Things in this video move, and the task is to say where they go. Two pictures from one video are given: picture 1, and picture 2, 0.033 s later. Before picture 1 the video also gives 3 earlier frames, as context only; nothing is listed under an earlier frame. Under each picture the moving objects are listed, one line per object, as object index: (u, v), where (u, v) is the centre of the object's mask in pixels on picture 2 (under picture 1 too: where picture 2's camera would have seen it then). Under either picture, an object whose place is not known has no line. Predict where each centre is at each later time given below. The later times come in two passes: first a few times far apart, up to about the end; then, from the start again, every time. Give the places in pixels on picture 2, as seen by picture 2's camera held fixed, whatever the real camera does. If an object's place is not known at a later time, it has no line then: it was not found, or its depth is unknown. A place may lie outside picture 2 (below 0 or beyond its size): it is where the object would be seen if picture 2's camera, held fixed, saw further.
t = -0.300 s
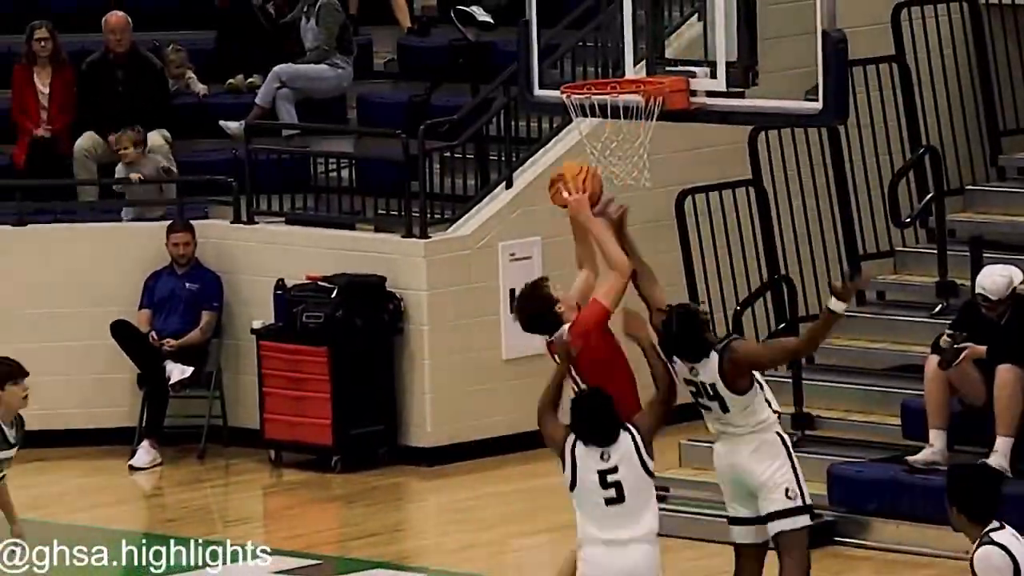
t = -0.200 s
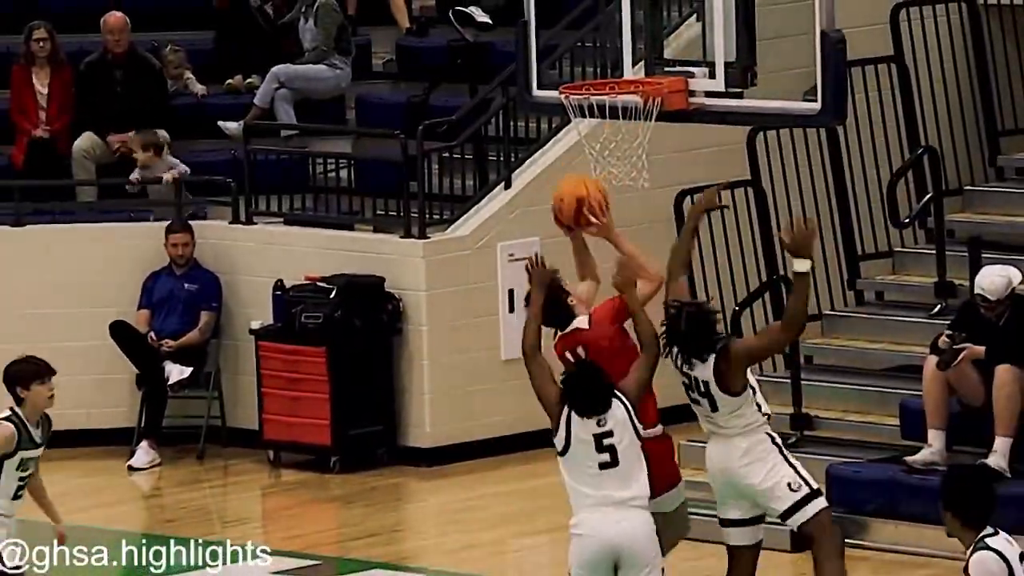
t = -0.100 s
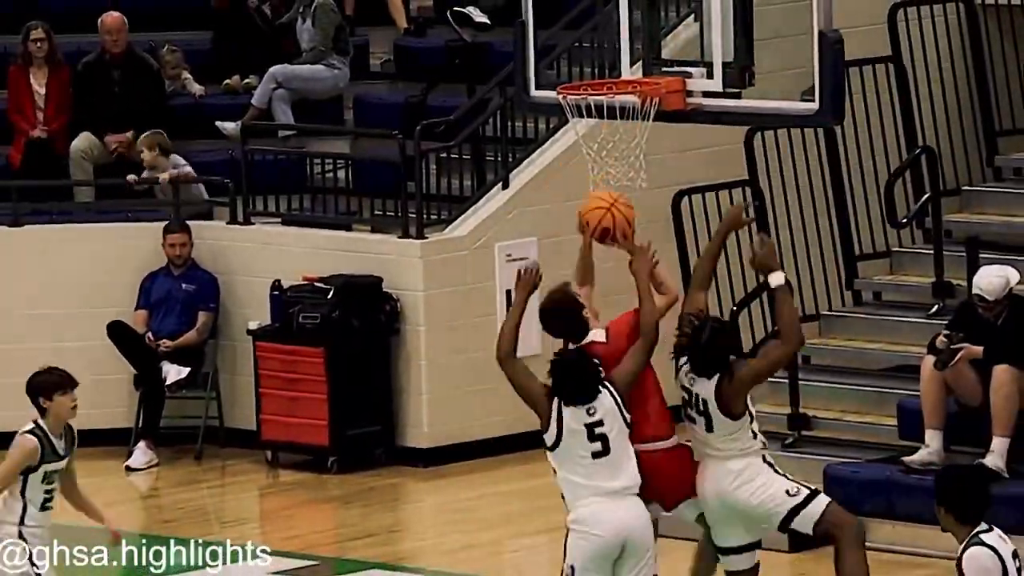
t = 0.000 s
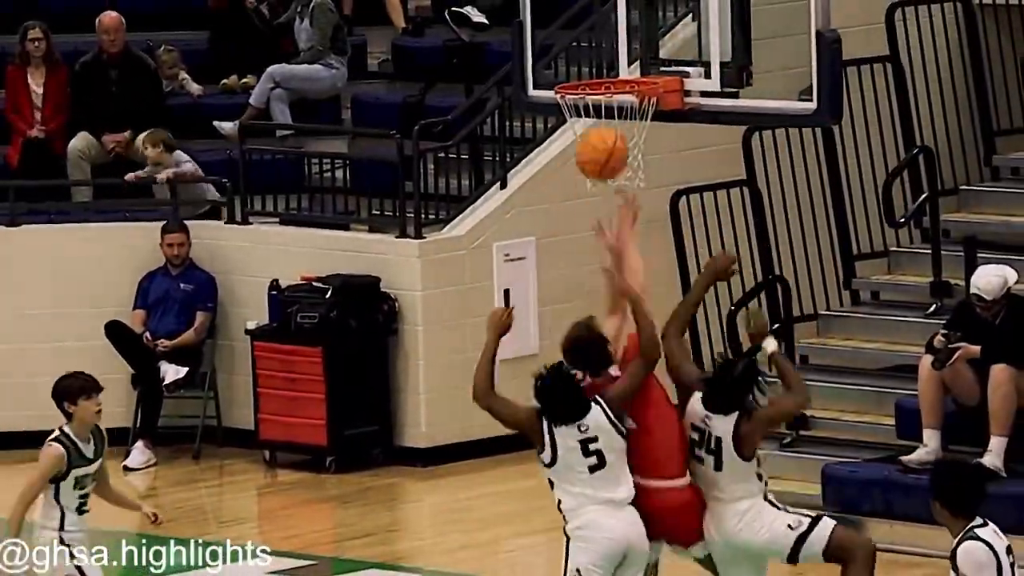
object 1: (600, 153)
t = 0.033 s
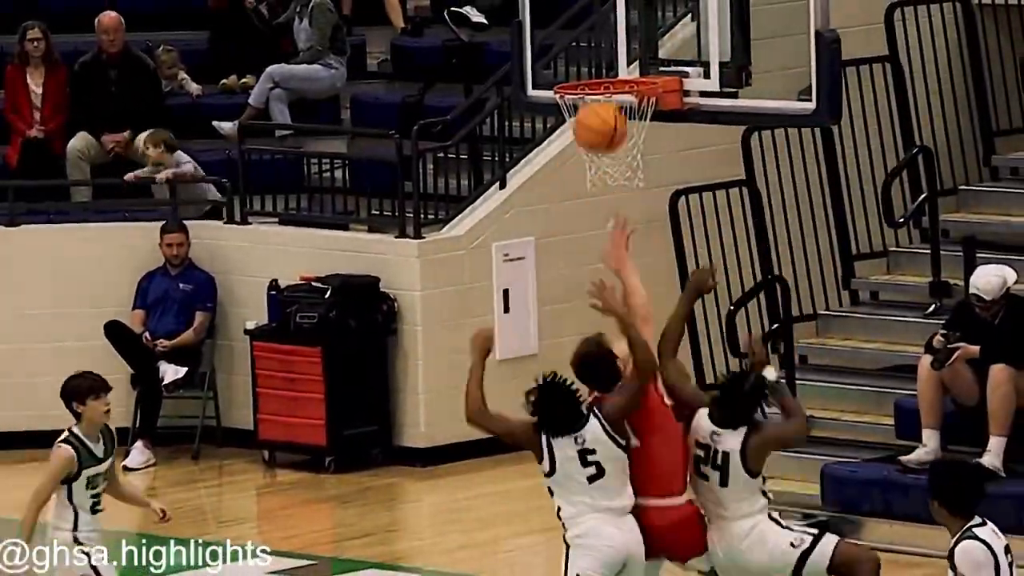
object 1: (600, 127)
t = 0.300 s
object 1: (596, 16)
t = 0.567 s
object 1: (599, 42)
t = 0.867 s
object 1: (552, 243)
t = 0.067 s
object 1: (600, 102)
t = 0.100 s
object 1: (599, 81)
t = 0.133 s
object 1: (599, 63)
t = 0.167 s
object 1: (598, 46)
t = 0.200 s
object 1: (597, 33)
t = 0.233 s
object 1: (598, 23)
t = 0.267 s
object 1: (597, 19)
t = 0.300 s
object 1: (596, 16)
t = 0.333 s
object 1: (597, 15)
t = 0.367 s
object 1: (596, 15)
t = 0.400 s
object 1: (597, 16)
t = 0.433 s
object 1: (597, 17)
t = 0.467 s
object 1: (597, 20)
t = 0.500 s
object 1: (597, 25)
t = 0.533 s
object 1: (598, 32)
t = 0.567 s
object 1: (599, 42)
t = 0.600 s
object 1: (599, 56)
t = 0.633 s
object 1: (599, 65)
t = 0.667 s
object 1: (592, 73)
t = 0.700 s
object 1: (588, 115)
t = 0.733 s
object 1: (577, 131)
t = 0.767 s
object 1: (566, 158)
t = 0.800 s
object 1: (565, 181)
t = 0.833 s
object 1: (558, 211)
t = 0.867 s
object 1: (552, 243)
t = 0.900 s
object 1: (546, 277)
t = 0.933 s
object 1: (540, 312)
